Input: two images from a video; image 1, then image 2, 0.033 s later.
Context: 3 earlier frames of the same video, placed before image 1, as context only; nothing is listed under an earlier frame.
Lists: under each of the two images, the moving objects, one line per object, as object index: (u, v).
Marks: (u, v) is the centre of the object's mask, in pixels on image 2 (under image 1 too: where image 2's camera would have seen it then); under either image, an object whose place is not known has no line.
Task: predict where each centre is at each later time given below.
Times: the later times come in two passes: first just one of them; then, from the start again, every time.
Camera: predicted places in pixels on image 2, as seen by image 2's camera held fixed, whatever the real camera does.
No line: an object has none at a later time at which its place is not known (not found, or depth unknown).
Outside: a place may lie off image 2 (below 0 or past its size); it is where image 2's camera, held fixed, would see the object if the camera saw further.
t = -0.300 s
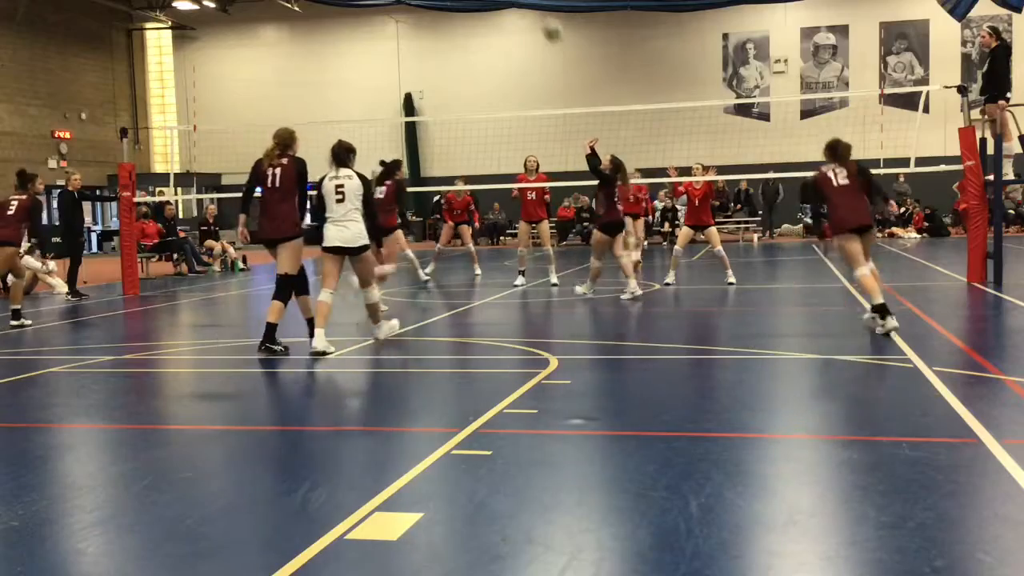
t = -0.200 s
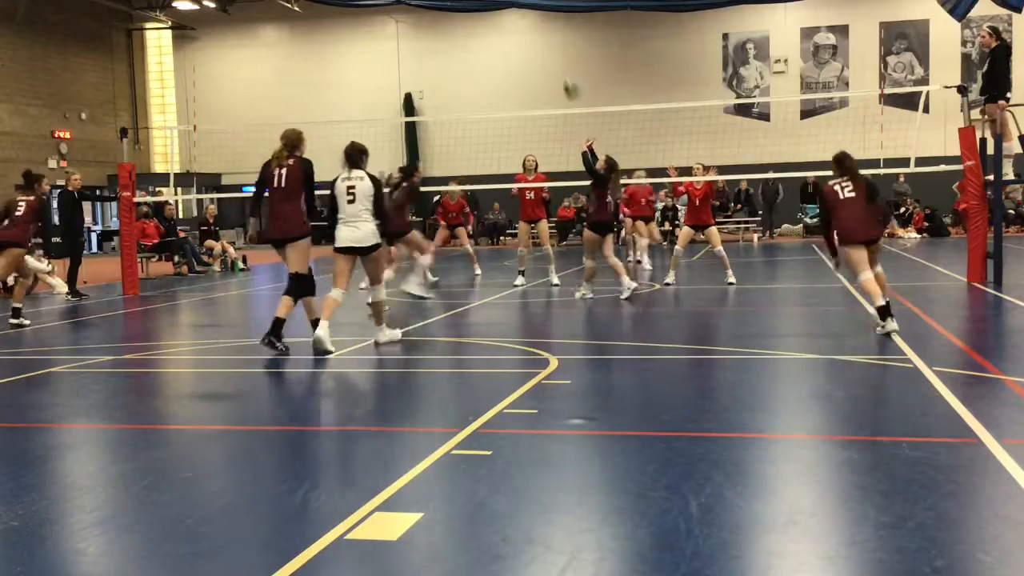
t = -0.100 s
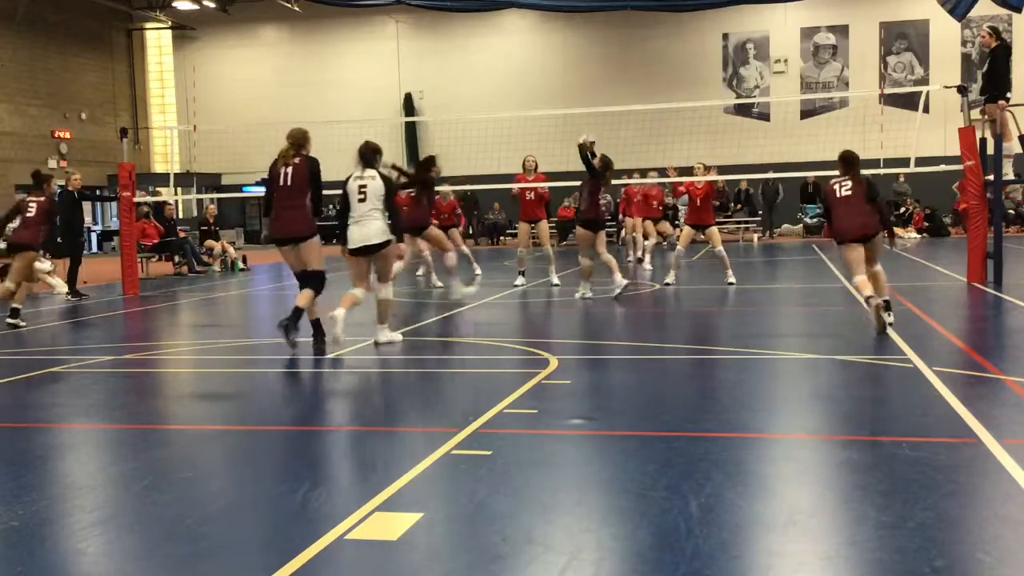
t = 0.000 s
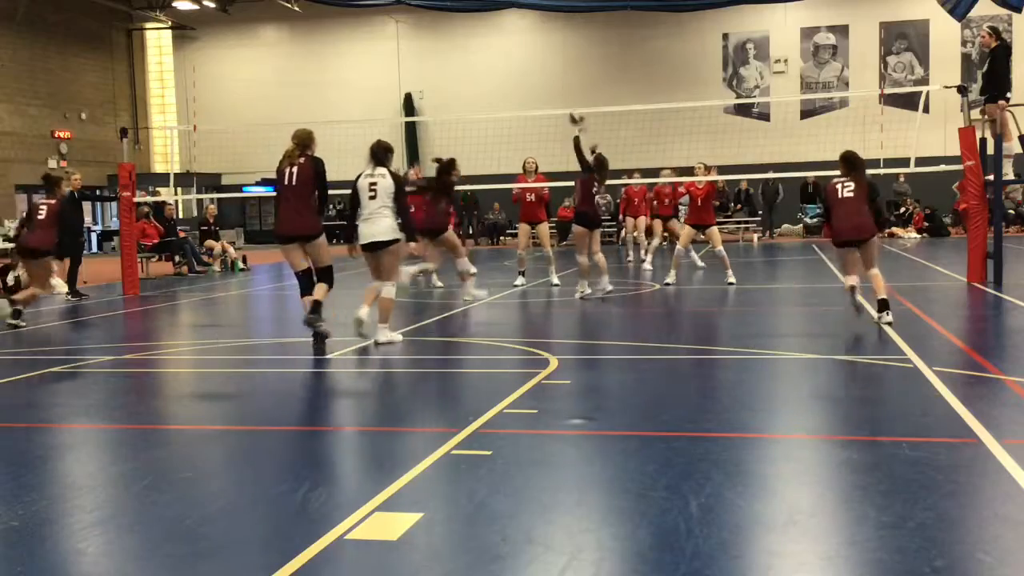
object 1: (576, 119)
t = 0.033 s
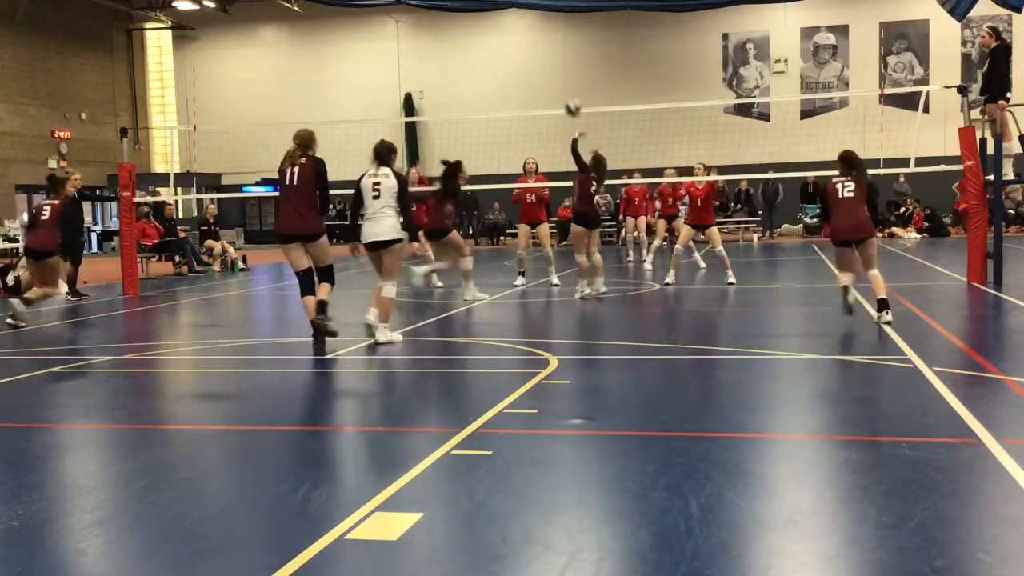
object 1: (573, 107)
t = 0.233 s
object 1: (552, 75)
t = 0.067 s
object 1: (569, 99)
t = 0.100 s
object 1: (565, 93)
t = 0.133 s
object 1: (562, 87)
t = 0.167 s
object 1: (558, 82)
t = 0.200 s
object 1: (555, 78)
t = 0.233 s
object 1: (552, 75)
